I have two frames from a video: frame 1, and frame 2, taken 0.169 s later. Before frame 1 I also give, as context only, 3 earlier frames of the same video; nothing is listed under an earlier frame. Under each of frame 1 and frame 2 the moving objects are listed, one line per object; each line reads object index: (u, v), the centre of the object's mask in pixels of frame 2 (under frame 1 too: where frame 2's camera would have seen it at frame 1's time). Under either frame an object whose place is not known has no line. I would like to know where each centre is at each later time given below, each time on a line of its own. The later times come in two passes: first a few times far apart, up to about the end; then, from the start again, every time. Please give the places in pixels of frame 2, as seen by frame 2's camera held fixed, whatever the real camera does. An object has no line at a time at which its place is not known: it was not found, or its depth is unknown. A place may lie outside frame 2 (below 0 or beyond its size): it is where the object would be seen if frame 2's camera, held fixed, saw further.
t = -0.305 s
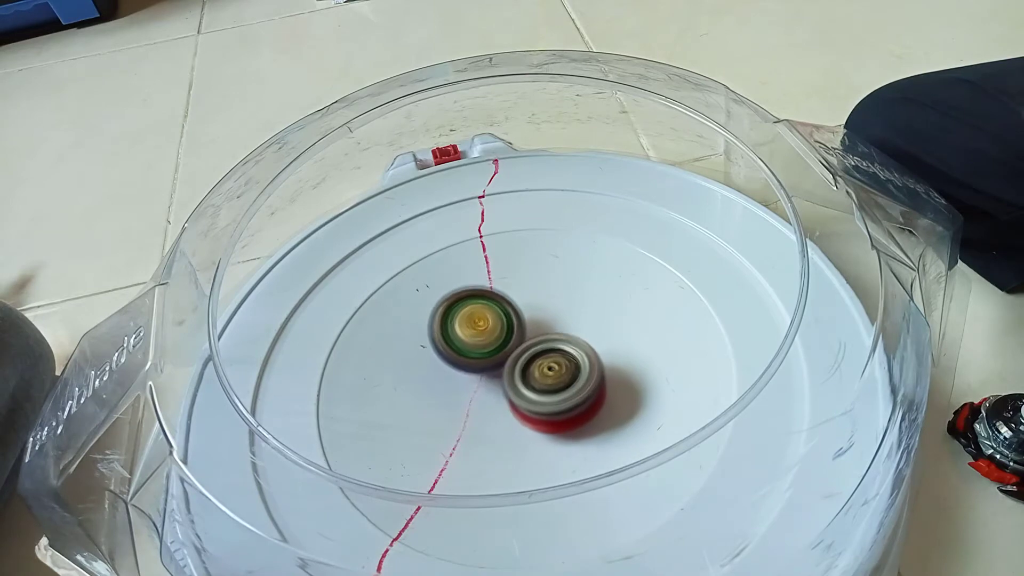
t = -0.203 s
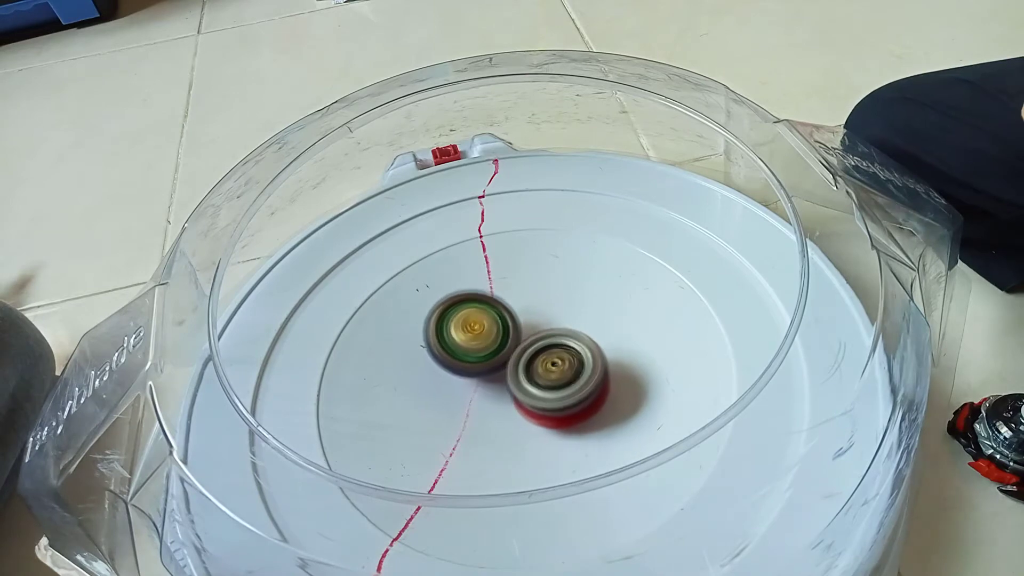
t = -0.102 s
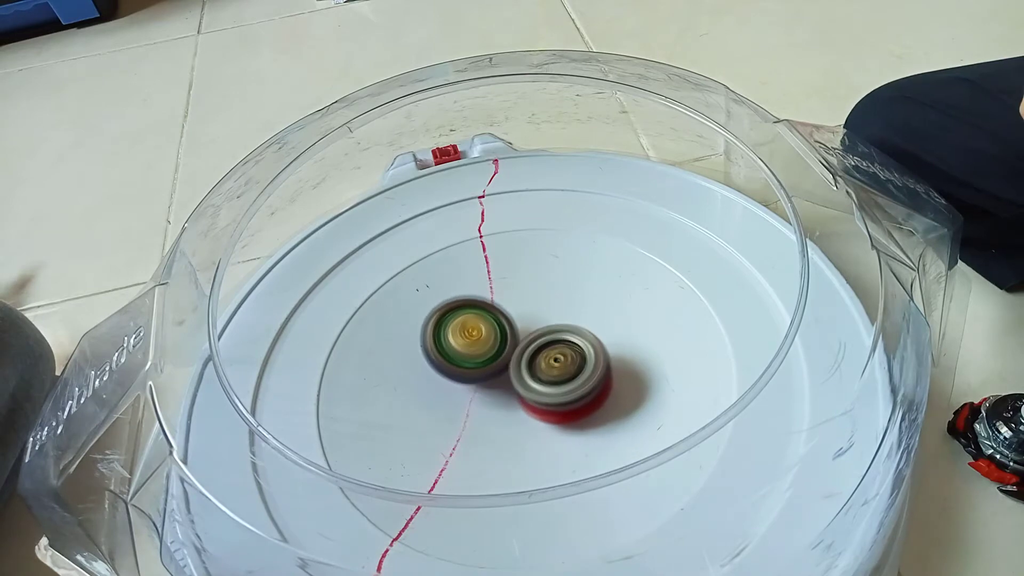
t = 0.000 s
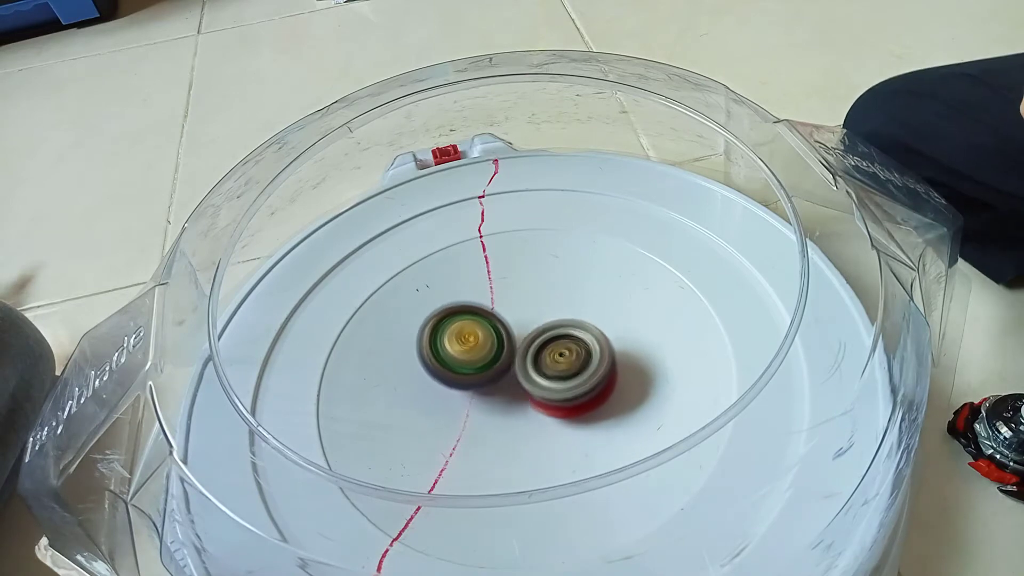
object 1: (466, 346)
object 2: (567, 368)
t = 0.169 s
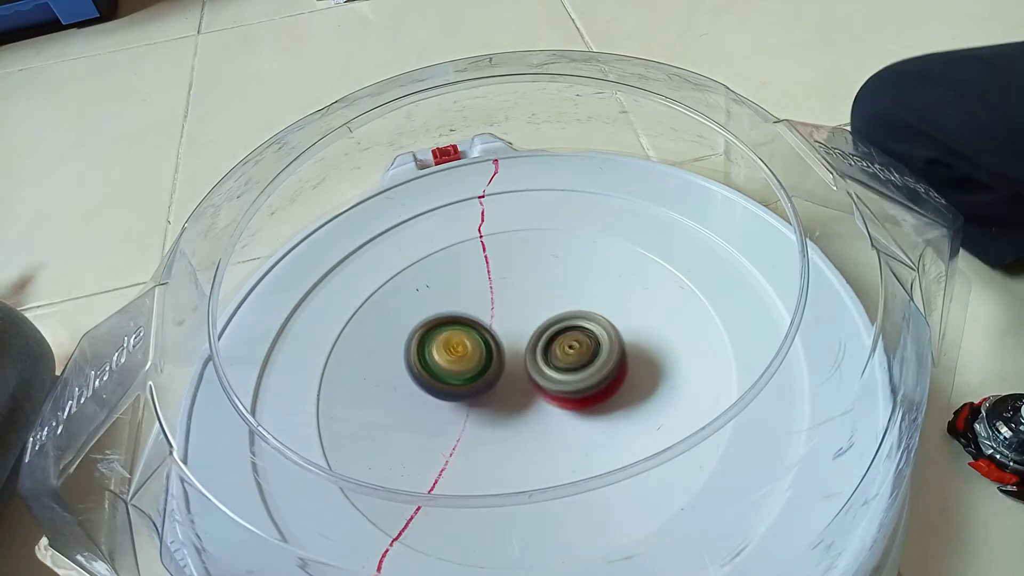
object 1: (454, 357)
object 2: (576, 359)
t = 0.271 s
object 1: (464, 365)
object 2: (568, 357)
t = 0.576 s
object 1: (471, 385)
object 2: (571, 361)
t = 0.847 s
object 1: (474, 395)
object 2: (573, 351)
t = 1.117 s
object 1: (475, 404)
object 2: (557, 343)
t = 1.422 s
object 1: (483, 413)
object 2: (540, 337)
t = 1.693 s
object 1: (499, 406)
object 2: (527, 323)
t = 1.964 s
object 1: (521, 413)
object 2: (516, 326)
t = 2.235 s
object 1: (538, 413)
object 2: (516, 328)
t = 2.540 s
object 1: (543, 409)
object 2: (509, 331)
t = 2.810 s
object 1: (553, 408)
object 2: (499, 335)
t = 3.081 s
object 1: (556, 404)
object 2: (492, 339)
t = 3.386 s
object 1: (560, 399)
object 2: (487, 342)
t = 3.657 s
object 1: (560, 395)
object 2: (484, 342)
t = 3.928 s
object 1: (564, 394)
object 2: (485, 340)
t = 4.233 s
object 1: (564, 391)
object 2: (487, 338)
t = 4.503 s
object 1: (564, 397)
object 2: (487, 341)
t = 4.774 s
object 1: (558, 402)
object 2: (487, 342)
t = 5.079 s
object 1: (553, 397)
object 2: (492, 332)
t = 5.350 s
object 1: (554, 398)
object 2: (493, 333)
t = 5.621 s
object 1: (552, 398)
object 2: (496, 330)
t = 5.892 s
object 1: (552, 400)
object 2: (496, 330)
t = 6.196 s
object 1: (551, 406)
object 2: (494, 331)
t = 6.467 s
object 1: (546, 409)
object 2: (498, 334)
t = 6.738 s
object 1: (543, 410)
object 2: (510, 329)
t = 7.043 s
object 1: (537, 411)
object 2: (508, 323)
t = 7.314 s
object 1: (530, 414)
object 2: (505, 330)
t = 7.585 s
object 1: (528, 428)
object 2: (512, 316)
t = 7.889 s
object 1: (521, 412)
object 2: (515, 328)
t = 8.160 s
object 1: (517, 409)
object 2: (535, 324)
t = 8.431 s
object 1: (511, 405)
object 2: (535, 317)
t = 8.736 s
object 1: (499, 411)
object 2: (541, 330)
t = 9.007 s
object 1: (489, 406)
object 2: (555, 335)
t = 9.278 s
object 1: (484, 401)
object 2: (564, 335)
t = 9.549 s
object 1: (478, 395)
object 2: (565, 339)
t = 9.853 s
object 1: (471, 389)
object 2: (564, 345)
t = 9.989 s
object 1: (467, 386)
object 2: (569, 347)
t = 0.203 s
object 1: (457, 359)
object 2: (575, 357)
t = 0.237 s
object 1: (460, 362)
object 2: (572, 356)
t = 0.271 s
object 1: (464, 365)
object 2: (568, 357)
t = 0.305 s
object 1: (464, 366)
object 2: (567, 358)
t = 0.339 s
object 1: (461, 368)
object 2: (568, 358)
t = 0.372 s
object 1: (460, 371)
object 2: (568, 359)
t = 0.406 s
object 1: (462, 374)
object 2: (568, 359)
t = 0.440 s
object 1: (464, 377)
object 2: (569, 360)
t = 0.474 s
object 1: (463, 379)
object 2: (570, 360)
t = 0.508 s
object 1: (465, 382)
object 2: (571, 360)
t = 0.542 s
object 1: (469, 384)
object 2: (571, 360)
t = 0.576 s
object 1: (471, 385)
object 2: (571, 361)
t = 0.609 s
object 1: (469, 388)
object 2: (574, 360)
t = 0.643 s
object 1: (470, 389)
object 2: (575, 358)
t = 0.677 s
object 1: (474, 390)
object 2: (575, 357)
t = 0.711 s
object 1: (475, 391)
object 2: (574, 356)
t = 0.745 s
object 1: (476, 391)
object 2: (573, 356)
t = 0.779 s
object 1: (477, 392)
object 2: (571, 355)
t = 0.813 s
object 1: (474, 394)
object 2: (573, 353)
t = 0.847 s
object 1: (474, 395)
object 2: (573, 351)
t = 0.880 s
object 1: (476, 396)
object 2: (571, 350)
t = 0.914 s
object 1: (476, 397)
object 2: (569, 348)
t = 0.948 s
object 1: (477, 398)
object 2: (567, 348)
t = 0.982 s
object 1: (477, 398)
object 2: (564, 348)
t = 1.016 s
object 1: (474, 401)
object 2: (564, 345)
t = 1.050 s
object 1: (473, 403)
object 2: (562, 344)
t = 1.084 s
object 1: (476, 402)
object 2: (558, 344)
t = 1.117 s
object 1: (475, 404)
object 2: (557, 343)
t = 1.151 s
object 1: (474, 407)
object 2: (556, 341)
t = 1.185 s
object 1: (476, 408)
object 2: (553, 340)
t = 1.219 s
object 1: (478, 408)
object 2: (549, 341)
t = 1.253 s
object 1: (477, 411)
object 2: (549, 339)
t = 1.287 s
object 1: (478, 412)
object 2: (546, 338)
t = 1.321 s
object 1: (480, 412)
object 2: (544, 339)
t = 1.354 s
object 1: (479, 414)
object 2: (544, 337)
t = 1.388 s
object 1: (479, 414)
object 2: (542, 337)
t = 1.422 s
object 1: (483, 413)
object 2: (540, 337)
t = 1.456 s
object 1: (485, 411)
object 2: (539, 338)
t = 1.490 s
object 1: (485, 412)
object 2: (539, 336)
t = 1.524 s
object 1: (486, 413)
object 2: (538, 334)
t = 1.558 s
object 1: (488, 411)
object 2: (536, 333)
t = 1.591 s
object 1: (490, 411)
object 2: (535, 327)
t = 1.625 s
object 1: (493, 409)
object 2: (532, 325)
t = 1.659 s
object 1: (497, 406)
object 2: (529, 324)
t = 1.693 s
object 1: (499, 406)
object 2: (527, 323)
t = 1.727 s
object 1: (501, 406)
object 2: (526, 322)
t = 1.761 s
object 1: (504, 406)
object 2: (523, 321)
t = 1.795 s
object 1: (507, 407)
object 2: (521, 322)
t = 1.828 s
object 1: (510, 408)
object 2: (519, 322)
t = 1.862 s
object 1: (514, 409)
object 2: (518, 323)
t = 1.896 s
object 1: (516, 410)
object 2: (517, 324)
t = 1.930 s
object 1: (519, 410)
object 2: (516, 326)
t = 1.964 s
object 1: (521, 413)
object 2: (516, 326)
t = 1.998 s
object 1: (524, 415)
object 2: (516, 325)
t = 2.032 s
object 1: (526, 414)
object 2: (515, 326)
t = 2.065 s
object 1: (529, 411)
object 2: (515, 327)
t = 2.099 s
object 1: (530, 411)
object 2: (516, 328)
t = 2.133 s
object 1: (532, 412)
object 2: (516, 328)
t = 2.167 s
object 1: (534, 412)
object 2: (517, 328)
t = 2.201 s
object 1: (536, 412)
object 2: (517, 328)
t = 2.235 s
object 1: (538, 413)
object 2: (516, 328)
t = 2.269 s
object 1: (539, 411)
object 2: (516, 329)
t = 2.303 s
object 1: (540, 411)
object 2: (515, 329)
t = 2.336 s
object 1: (541, 412)
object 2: (515, 329)
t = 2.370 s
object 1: (542, 410)
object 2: (514, 329)
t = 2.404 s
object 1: (543, 411)
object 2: (514, 329)
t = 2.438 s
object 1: (545, 413)
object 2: (512, 327)
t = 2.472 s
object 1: (545, 413)
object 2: (511, 328)
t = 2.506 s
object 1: (544, 411)
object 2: (509, 329)
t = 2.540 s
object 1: (543, 409)
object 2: (509, 331)
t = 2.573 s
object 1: (545, 411)
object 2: (508, 331)
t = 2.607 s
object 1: (547, 412)
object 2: (506, 330)
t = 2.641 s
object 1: (548, 411)
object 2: (504, 331)
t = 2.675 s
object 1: (547, 408)
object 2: (503, 332)
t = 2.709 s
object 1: (546, 406)
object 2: (502, 334)
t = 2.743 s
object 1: (548, 407)
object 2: (501, 334)
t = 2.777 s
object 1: (550, 406)
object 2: (500, 335)
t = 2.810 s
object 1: (553, 408)
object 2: (499, 335)
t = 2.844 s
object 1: (554, 407)
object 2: (498, 336)
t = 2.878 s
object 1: (554, 407)
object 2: (497, 338)
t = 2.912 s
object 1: (556, 408)
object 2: (496, 337)
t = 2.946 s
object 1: (557, 408)
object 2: (495, 337)
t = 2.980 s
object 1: (556, 406)
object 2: (494, 338)
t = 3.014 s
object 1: (556, 405)
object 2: (494, 339)
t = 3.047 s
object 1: (556, 405)
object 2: (493, 339)
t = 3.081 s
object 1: (556, 404)
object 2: (492, 339)
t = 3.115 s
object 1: (558, 406)
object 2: (490, 338)
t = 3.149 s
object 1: (559, 405)
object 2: (488, 338)
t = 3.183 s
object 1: (558, 404)
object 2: (488, 339)
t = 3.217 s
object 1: (557, 402)
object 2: (488, 341)
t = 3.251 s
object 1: (557, 401)
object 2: (488, 341)
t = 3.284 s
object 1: (558, 401)
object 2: (488, 342)
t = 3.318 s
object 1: (559, 400)
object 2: (488, 342)
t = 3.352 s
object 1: (560, 400)
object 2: (487, 342)
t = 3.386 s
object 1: (560, 399)
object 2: (487, 342)
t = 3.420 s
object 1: (560, 398)
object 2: (486, 341)
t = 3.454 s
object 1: (560, 398)
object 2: (485, 341)
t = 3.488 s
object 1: (559, 397)
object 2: (485, 341)
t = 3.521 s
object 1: (559, 396)
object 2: (484, 342)
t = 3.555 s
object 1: (559, 396)
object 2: (484, 342)
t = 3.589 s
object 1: (560, 396)
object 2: (484, 342)
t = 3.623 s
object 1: (560, 395)
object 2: (484, 342)
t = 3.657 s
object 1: (560, 395)
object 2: (484, 342)
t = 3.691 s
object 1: (560, 395)
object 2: (484, 342)
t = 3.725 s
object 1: (561, 395)
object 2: (484, 342)
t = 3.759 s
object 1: (561, 394)
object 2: (484, 342)
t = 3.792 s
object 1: (561, 394)
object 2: (485, 342)
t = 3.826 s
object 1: (561, 394)
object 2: (485, 342)
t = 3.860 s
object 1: (562, 394)
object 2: (485, 341)
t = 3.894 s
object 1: (564, 395)
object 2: (485, 340)
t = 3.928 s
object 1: (564, 394)
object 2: (485, 340)
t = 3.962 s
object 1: (563, 393)
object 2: (485, 340)
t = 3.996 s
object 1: (563, 392)
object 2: (486, 340)
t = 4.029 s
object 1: (563, 392)
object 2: (487, 340)
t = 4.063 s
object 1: (564, 391)
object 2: (487, 339)
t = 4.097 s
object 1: (564, 391)
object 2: (487, 339)
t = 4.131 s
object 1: (565, 390)
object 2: (487, 339)
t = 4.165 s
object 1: (566, 390)
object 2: (487, 338)
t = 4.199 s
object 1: (564, 390)
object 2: (487, 338)
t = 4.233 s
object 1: (564, 391)
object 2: (487, 338)
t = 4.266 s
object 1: (564, 391)
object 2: (487, 338)
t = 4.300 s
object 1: (566, 392)
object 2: (485, 337)
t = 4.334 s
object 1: (565, 392)
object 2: (484, 338)
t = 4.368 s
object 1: (563, 392)
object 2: (484, 340)
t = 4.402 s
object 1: (562, 393)
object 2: (485, 340)
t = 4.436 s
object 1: (563, 395)
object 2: (486, 341)
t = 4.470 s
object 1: (563, 396)
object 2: (487, 342)
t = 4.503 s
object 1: (564, 397)
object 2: (487, 341)
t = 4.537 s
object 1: (564, 397)
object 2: (488, 341)
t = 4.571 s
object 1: (563, 397)
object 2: (488, 341)
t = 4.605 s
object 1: (566, 402)
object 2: (486, 338)
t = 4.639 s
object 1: (566, 402)
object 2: (483, 338)
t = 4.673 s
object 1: (564, 402)
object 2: (482, 338)
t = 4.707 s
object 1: (562, 402)
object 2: (483, 340)
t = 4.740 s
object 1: (558, 401)
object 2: (485, 342)
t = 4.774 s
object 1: (558, 402)
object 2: (487, 342)
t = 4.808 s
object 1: (560, 404)
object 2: (487, 341)
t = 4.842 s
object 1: (560, 403)
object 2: (488, 340)
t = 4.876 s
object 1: (558, 401)
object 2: (490, 340)
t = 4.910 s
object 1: (557, 400)
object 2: (491, 338)
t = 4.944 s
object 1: (557, 400)
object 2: (492, 336)
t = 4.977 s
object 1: (556, 398)
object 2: (492, 335)
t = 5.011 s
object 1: (555, 398)
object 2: (492, 334)
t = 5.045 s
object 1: (555, 398)
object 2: (492, 332)
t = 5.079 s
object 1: (553, 397)
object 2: (492, 332)
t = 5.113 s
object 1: (555, 399)
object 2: (491, 330)
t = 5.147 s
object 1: (556, 400)
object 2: (489, 329)
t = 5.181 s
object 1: (555, 400)
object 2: (488, 329)
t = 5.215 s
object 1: (554, 399)
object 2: (488, 330)
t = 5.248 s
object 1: (552, 398)
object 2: (489, 332)
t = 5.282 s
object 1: (552, 398)
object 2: (491, 333)
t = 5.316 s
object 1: (553, 398)
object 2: (492, 333)
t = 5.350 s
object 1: (554, 398)
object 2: (493, 333)
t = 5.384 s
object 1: (555, 398)
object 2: (493, 332)
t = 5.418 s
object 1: (554, 398)
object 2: (494, 332)
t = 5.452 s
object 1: (554, 398)
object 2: (494, 331)
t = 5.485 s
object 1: (554, 398)
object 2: (495, 331)
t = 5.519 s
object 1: (553, 398)
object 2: (495, 331)
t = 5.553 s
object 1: (552, 398)
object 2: (496, 330)
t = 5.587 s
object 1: (552, 398)
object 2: (496, 330)
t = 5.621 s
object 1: (552, 398)
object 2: (496, 330)
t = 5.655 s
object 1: (552, 399)
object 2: (496, 330)
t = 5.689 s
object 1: (552, 398)
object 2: (496, 330)
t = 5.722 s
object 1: (552, 399)
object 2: (496, 330)
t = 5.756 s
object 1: (552, 398)
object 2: (496, 330)
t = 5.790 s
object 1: (552, 399)
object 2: (497, 330)
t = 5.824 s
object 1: (552, 399)
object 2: (497, 330)
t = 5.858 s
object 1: (553, 400)
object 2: (496, 330)
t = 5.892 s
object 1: (552, 400)
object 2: (496, 330)
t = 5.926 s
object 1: (551, 399)
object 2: (496, 330)
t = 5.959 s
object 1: (551, 401)
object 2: (496, 330)
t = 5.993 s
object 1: (550, 401)
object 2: (495, 330)
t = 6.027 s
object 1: (549, 401)
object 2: (495, 331)
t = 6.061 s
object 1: (549, 402)
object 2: (495, 331)
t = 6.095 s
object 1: (549, 402)
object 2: (495, 332)
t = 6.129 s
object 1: (550, 403)
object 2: (496, 332)
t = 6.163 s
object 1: (552, 406)
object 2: (495, 331)
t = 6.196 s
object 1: (551, 406)
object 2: (494, 331)
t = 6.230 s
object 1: (550, 405)
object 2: (494, 331)
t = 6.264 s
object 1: (548, 404)
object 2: (495, 333)
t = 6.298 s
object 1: (549, 406)
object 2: (496, 333)
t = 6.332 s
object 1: (552, 410)
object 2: (495, 331)
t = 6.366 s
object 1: (552, 411)
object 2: (495, 331)
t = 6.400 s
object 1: (550, 410)
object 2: (494, 331)
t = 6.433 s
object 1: (548, 410)
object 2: (495, 333)
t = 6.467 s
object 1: (546, 409)
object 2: (498, 334)
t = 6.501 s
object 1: (545, 410)
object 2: (500, 335)
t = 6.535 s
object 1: (546, 410)
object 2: (502, 334)
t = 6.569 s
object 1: (546, 410)
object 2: (504, 334)
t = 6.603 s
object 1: (547, 411)
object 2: (506, 333)
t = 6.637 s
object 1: (546, 411)
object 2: (506, 332)
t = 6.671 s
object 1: (544, 410)
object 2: (508, 332)
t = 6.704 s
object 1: (544, 411)
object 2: (509, 330)
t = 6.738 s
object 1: (543, 410)
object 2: (510, 329)
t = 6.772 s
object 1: (542, 409)
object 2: (510, 329)
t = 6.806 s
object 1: (542, 411)
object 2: (511, 327)
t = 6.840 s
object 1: (542, 411)
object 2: (511, 325)
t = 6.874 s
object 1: (540, 410)
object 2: (511, 324)
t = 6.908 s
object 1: (538, 408)
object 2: (510, 324)
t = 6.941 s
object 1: (536, 406)
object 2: (510, 324)
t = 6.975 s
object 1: (537, 410)
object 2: (510, 323)
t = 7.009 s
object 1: (537, 411)
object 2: (509, 322)
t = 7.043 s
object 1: (537, 411)
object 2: (508, 323)
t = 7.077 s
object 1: (536, 409)
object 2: (508, 324)
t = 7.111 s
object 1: (535, 408)
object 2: (508, 326)
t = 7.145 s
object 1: (536, 416)
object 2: (507, 323)
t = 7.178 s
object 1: (537, 419)
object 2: (506, 322)
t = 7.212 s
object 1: (537, 419)
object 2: (505, 322)
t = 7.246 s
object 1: (535, 418)
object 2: (504, 324)
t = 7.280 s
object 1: (532, 416)
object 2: (504, 327)
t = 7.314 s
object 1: (530, 414)
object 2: (505, 330)
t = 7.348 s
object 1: (529, 415)
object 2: (507, 331)
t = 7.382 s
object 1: (530, 418)
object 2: (508, 331)
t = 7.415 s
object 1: (530, 418)
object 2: (509, 331)
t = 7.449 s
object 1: (529, 417)
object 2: (510, 331)
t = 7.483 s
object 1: (527, 416)
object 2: (511, 331)
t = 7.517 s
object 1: (527, 424)
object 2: (513, 325)
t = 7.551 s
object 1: (528, 428)
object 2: (514, 319)
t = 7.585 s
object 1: (528, 428)
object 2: (512, 316)
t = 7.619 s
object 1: (527, 426)
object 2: (511, 314)
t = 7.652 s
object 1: (526, 423)
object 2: (509, 313)
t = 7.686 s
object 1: (524, 420)
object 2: (508, 314)
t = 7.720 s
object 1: (522, 417)
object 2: (507, 316)
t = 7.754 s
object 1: (520, 414)
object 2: (507, 320)
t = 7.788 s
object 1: (519, 411)
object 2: (507, 324)
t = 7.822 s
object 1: (519, 411)
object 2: (509, 326)
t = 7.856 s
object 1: (520, 412)
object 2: (512, 327)
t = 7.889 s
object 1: (521, 412)
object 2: (515, 328)
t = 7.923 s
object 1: (521, 414)
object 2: (518, 327)
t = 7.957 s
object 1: (522, 415)
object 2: (520, 327)
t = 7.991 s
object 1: (522, 414)
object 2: (523, 326)
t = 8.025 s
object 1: (522, 412)
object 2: (525, 326)
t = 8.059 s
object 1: (521, 411)
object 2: (528, 326)
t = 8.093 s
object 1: (519, 412)
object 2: (531, 325)
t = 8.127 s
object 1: (518, 411)
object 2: (533, 324)
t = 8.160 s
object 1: (517, 409)
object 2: (535, 324)
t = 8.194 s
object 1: (516, 410)
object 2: (537, 322)
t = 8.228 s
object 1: (514, 415)
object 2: (539, 318)
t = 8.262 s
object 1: (514, 415)
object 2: (540, 315)
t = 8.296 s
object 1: (514, 413)
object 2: (539, 312)
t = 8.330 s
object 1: (513, 411)
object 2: (539, 312)
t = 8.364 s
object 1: (512, 409)
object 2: (537, 312)
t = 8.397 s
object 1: (511, 407)
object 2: (536, 314)
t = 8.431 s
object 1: (511, 405)
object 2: (535, 317)
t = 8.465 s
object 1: (510, 406)
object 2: (535, 319)
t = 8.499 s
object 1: (509, 407)
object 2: (535, 321)
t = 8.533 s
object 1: (508, 409)
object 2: (535, 322)
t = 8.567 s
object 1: (506, 414)
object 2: (537, 322)
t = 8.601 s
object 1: (504, 415)
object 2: (538, 322)
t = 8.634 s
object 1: (503, 414)
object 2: (538, 323)
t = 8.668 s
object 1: (501, 413)
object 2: (539, 325)
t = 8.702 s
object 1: (500, 412)
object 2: (540, 328)
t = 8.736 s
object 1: (499, 411)
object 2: (541, 330)
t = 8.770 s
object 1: (495, 413)
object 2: (543, 331)
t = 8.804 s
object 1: (494, 413)
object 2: (544, 331)
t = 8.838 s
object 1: (493, 411)
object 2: (546, 332)
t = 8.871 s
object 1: (492, 409)
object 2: (548, 333)
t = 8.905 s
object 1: (491, 409)
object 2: (550, 333)
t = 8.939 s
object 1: (490, 407)
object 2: (551, 335)
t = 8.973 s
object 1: (489, 406)
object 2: (553, 335)
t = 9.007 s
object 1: (489, 406)
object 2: (555, 335)
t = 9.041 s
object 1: (489, 404)
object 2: (557, 335)
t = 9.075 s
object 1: (489, 403)
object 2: (558, 335)
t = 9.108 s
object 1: (489, 402)
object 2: (559, 335)
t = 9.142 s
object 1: (488, 402)
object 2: (561, 335)
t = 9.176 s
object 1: (488, 401)
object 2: (562, 335)
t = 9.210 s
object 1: (487, 401)
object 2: (562, 335)
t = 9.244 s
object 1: (487, 400)
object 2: (563, 335)
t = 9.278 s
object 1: (484, 401)
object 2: (564, 335)
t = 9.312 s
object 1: (484, 400)
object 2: (564, 335)
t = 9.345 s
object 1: (484, 398)
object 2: (564, 336)
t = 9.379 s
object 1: (483, 398)
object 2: (563, 337)
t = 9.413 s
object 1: (481, 398)
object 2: (564, 338)
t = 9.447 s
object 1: (481, 397)
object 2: (564, 338)
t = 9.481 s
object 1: (481, 396)
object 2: (564, 339)
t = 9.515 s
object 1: (478, 396)
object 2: (565, 339)
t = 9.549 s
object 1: (478, 395)
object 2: (565, 339)
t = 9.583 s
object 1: (478, 394)
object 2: (564, 340)
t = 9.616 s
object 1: (475, 394)
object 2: (566, 340)
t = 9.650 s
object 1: (470, 396)
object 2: (568, 339)
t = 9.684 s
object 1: (470, 395)
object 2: (569, 339)
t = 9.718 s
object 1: (471, 393)
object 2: (569, 339)
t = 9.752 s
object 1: (471, 392)
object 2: (568, 340)
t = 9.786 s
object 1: (471, 390)
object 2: (566, 341)
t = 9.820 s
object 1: (472, 389)
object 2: (565, 343)
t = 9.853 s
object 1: (471, 389)
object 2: (564, 345)
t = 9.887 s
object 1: (467, 389)
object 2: (568, 345)
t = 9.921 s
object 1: (466, 389)
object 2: (569, 345)
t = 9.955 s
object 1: (466, 387)
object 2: (569, 346)
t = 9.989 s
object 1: (467, 386)
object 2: (569, 347)
